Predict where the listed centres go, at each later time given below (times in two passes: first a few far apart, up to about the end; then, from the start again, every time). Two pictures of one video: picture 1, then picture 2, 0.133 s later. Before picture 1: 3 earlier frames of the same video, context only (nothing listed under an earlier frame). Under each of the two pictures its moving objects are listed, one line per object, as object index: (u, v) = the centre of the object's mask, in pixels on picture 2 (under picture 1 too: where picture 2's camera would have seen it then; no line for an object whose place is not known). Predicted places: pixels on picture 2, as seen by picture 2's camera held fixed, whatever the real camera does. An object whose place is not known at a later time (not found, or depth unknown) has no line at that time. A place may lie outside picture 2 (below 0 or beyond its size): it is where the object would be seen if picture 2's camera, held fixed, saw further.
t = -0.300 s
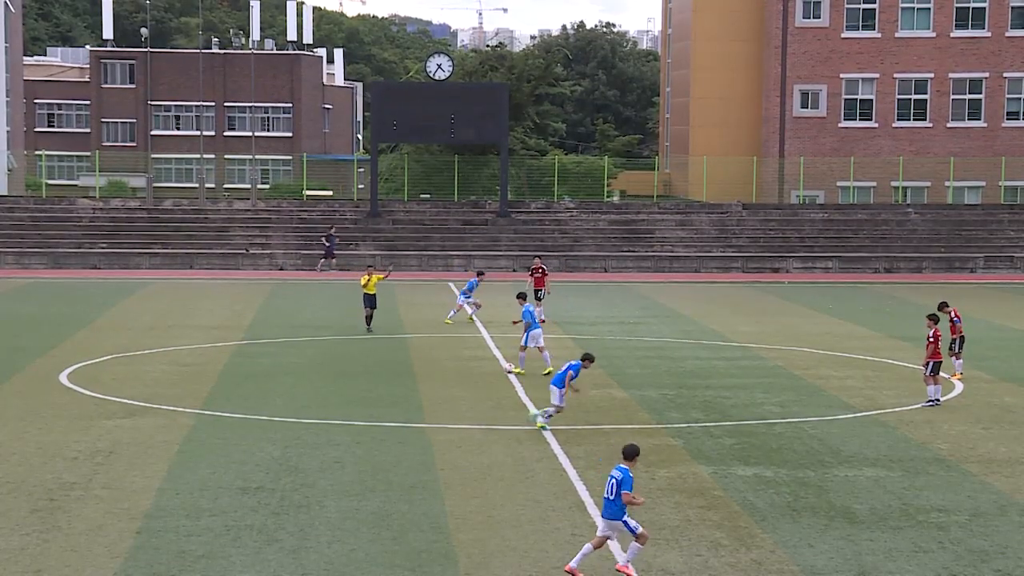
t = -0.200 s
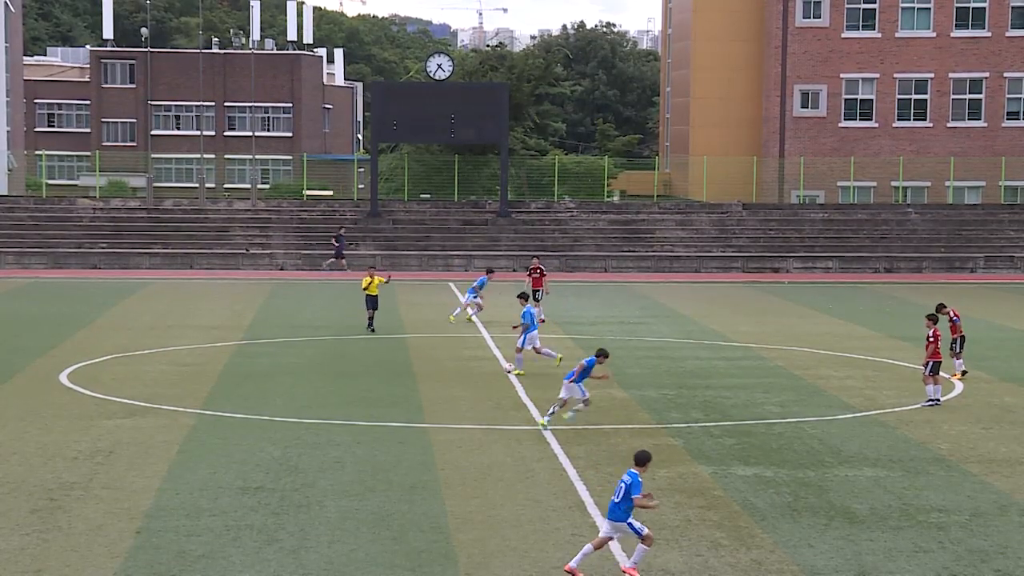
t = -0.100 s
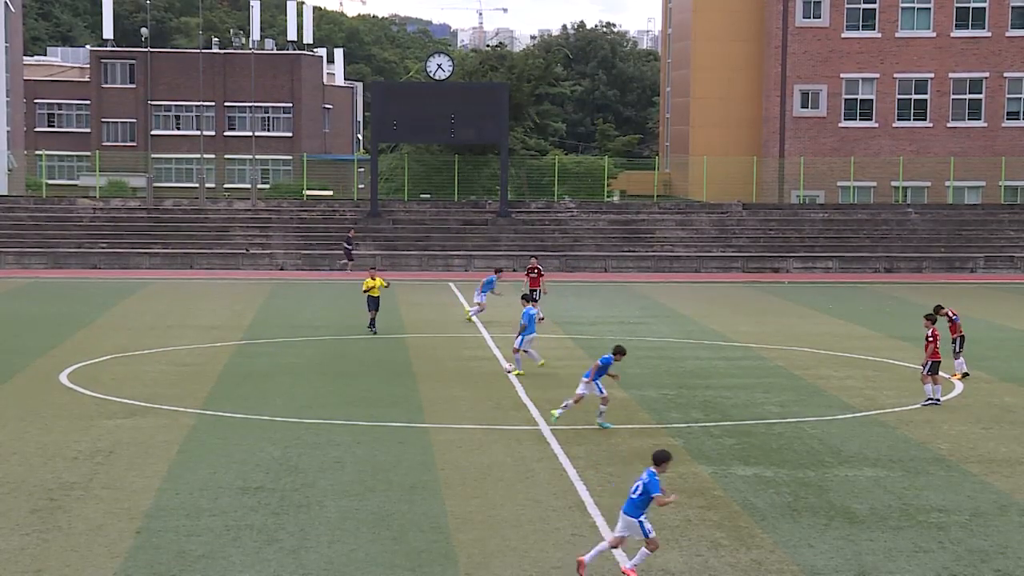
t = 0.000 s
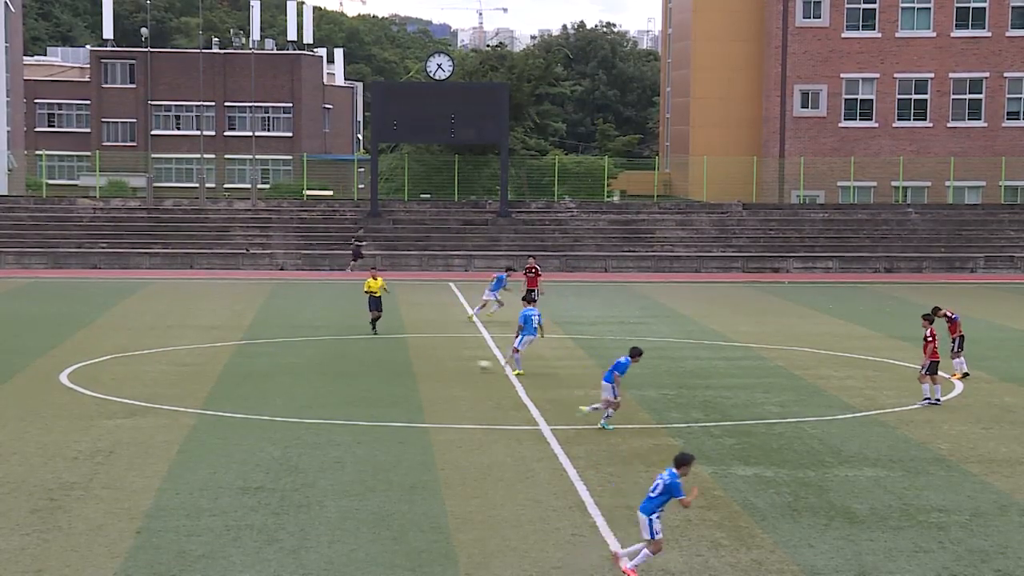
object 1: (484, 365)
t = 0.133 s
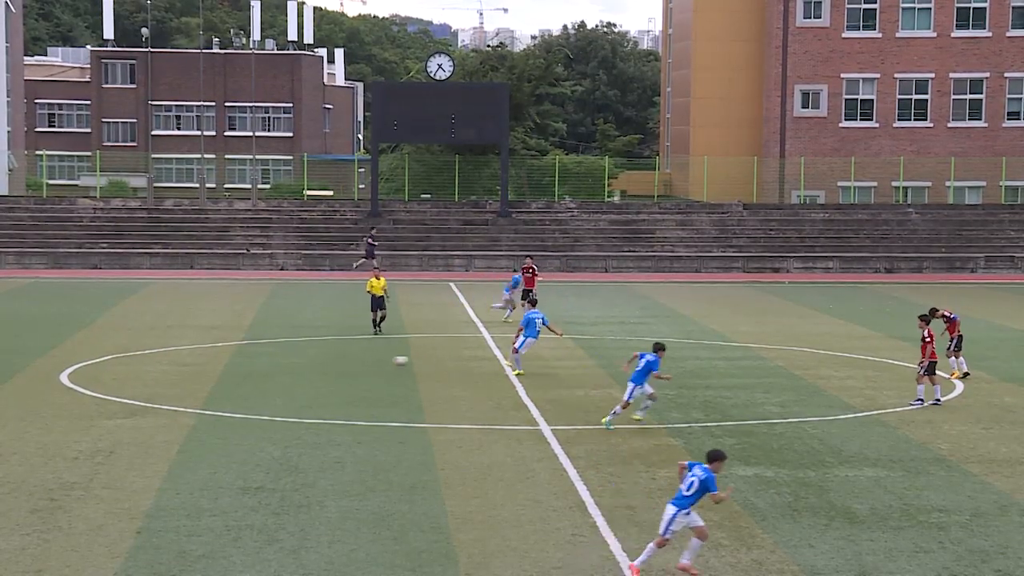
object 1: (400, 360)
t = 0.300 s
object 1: (301, 360)
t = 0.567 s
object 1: (158, 359)
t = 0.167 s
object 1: (379, 361)
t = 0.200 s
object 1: (358, 361)
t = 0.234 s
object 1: (338, 363)
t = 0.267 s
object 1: (319, 363)
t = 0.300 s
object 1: (301, 360)
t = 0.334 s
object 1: (283, 358)
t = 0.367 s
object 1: (266, 355)
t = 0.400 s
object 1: (248, 354)
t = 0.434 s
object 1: (231, 354)
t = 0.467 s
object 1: (213, 354)
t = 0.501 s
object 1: (195, 355)
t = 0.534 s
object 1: (176, 358)
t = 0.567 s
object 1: (158, 359)
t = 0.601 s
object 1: (143, 359)
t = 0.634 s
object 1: (128, 357)
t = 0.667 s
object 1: (114, 356)
